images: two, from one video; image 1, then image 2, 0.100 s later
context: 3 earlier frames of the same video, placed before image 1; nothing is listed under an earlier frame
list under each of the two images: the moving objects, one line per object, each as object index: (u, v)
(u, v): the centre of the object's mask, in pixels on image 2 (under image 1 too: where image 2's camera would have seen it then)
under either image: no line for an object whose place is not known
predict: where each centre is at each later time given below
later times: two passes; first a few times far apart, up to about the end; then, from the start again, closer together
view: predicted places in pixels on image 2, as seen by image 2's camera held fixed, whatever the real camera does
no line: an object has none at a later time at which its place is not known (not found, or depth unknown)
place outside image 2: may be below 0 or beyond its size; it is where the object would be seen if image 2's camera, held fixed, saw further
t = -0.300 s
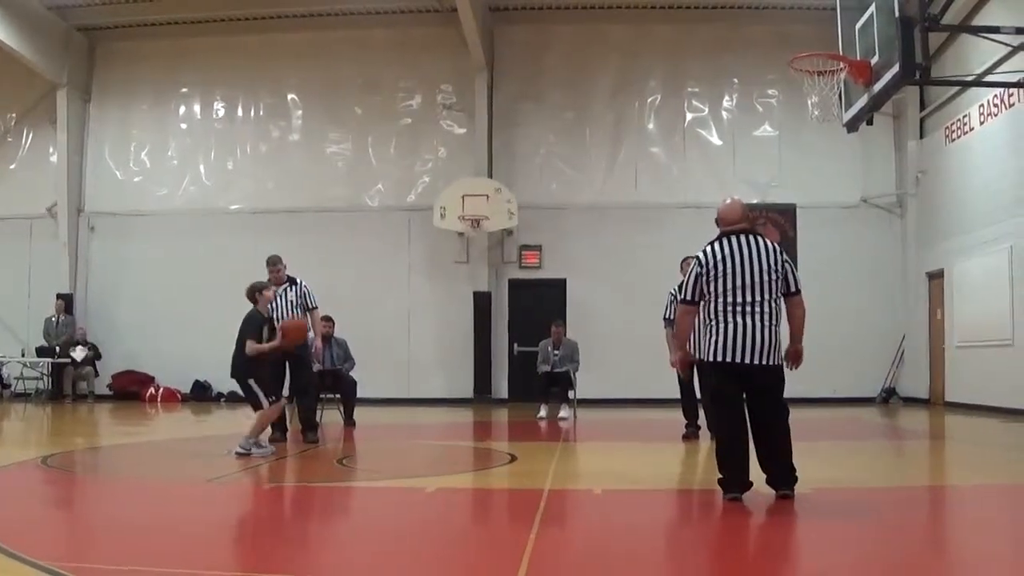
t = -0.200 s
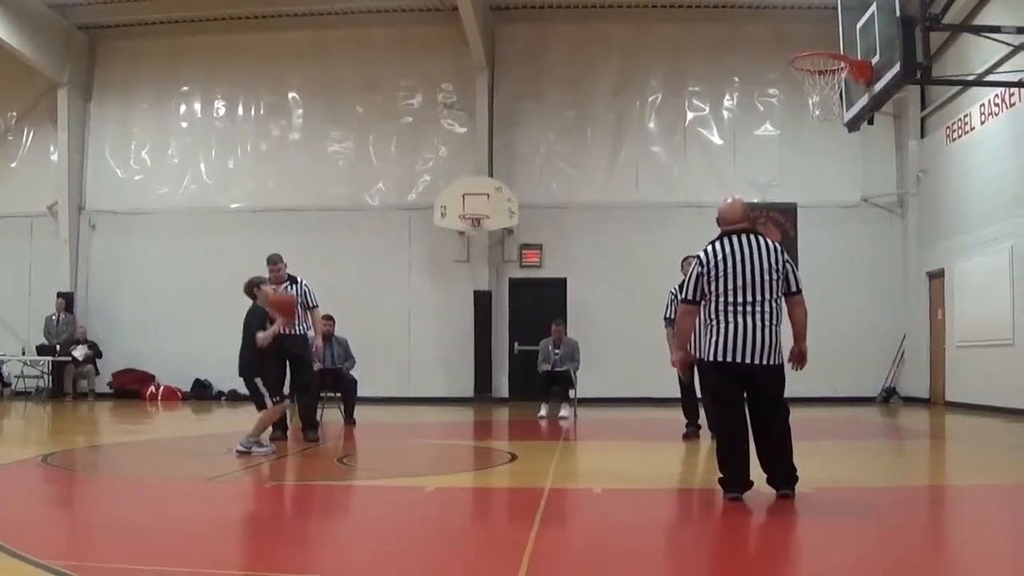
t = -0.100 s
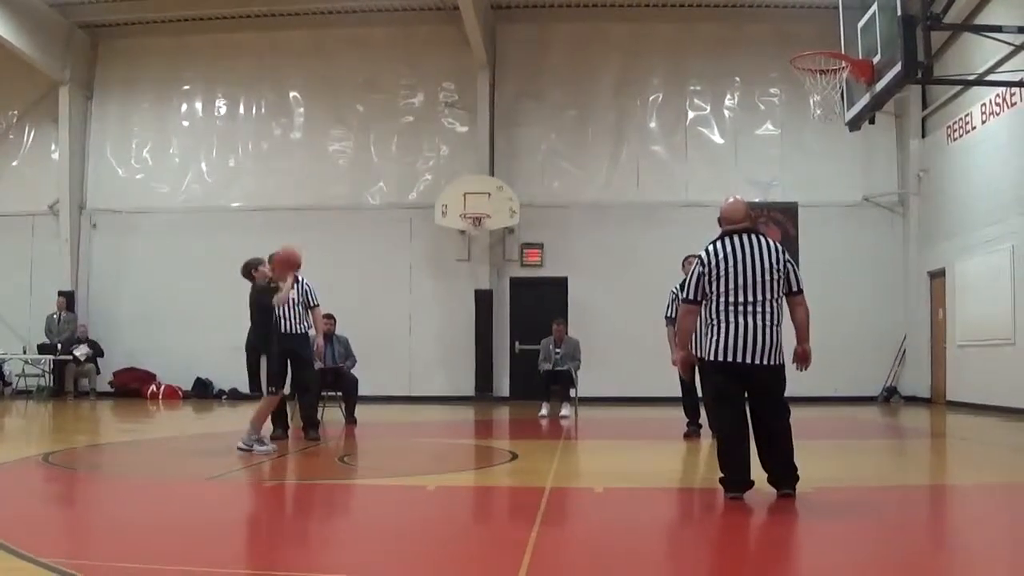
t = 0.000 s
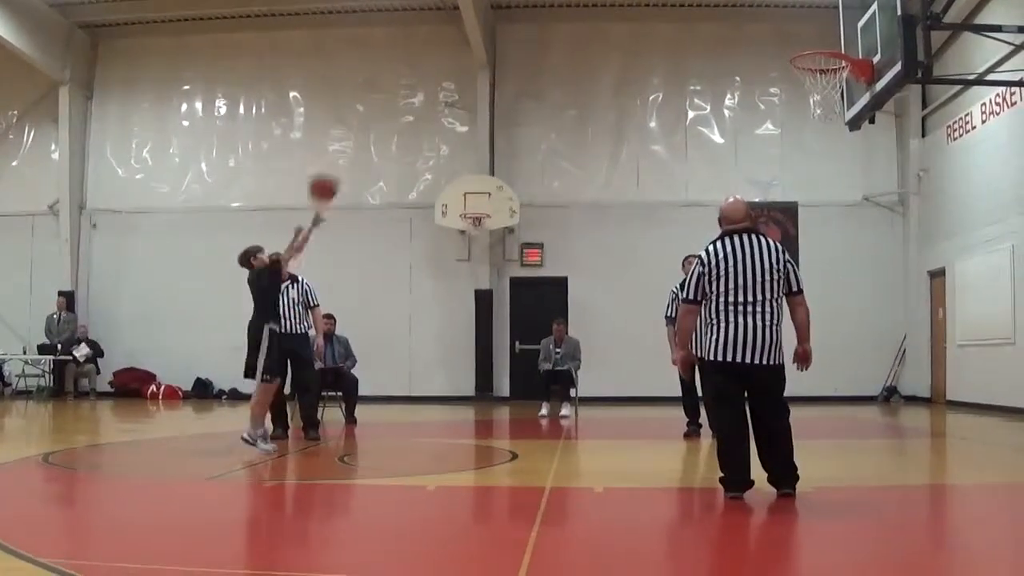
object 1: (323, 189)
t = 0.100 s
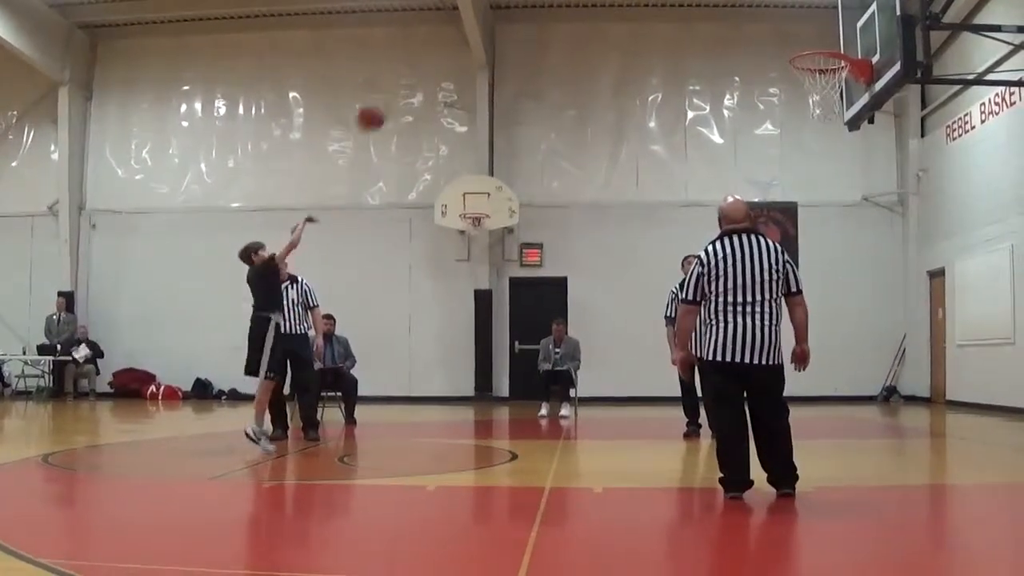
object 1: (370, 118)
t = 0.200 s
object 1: (419, 56)
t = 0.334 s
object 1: (483, 4)
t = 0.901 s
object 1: (744, -6)
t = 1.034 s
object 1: (806, 39)
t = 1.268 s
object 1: (854, 117)
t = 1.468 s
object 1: (859, 204)
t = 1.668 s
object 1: (864, 343)
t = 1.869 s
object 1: (854, 388)
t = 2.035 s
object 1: (830, 304)
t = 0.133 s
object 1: (386, 97)
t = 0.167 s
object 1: (402, 77)
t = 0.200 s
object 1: (419, 56)
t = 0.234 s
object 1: (435, 39)
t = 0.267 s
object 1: (450, 24)
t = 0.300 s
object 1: (466, 11)
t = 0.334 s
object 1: (483, 4)
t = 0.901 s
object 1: (744, -6)
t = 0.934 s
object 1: (760, -1)
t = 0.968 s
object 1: (776, 10)
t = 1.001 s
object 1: (792, 24)
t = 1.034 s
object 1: (806, 39)
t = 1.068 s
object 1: (819, 55)
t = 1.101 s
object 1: (838, 79)
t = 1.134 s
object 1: (847, 86)
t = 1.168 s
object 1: (849, 89)
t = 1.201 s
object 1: (852, 98)
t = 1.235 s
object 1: (853, 105)
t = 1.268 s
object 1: (854, 117)
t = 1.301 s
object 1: (856, 128)
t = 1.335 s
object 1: (855, 138)
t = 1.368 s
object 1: (856, 153)
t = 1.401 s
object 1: (857, 169)
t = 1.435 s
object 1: (858, 185)
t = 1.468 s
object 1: (859, 204)
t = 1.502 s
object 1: (859, 222)
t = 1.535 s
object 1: (860, 245)
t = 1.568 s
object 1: (861, 267)
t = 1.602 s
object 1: (862, 291)
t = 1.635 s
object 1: (863, 316)
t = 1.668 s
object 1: (864, 343)
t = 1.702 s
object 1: (864, 370)
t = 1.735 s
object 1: (865, 399)
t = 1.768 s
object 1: (865, 430)
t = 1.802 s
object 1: (862, 431)
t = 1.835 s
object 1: (857, 409)
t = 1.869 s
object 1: (854, 388)
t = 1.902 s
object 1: (849, 367)
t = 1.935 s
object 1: (845, 349)
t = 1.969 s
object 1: (840, 333)
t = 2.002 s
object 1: (835, 317)
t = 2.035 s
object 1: (830, 304)
